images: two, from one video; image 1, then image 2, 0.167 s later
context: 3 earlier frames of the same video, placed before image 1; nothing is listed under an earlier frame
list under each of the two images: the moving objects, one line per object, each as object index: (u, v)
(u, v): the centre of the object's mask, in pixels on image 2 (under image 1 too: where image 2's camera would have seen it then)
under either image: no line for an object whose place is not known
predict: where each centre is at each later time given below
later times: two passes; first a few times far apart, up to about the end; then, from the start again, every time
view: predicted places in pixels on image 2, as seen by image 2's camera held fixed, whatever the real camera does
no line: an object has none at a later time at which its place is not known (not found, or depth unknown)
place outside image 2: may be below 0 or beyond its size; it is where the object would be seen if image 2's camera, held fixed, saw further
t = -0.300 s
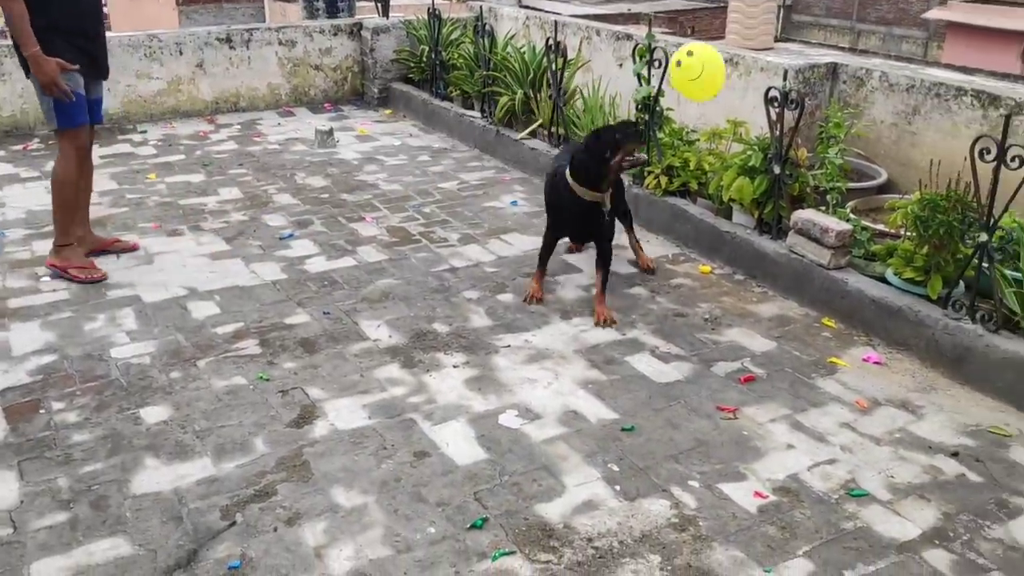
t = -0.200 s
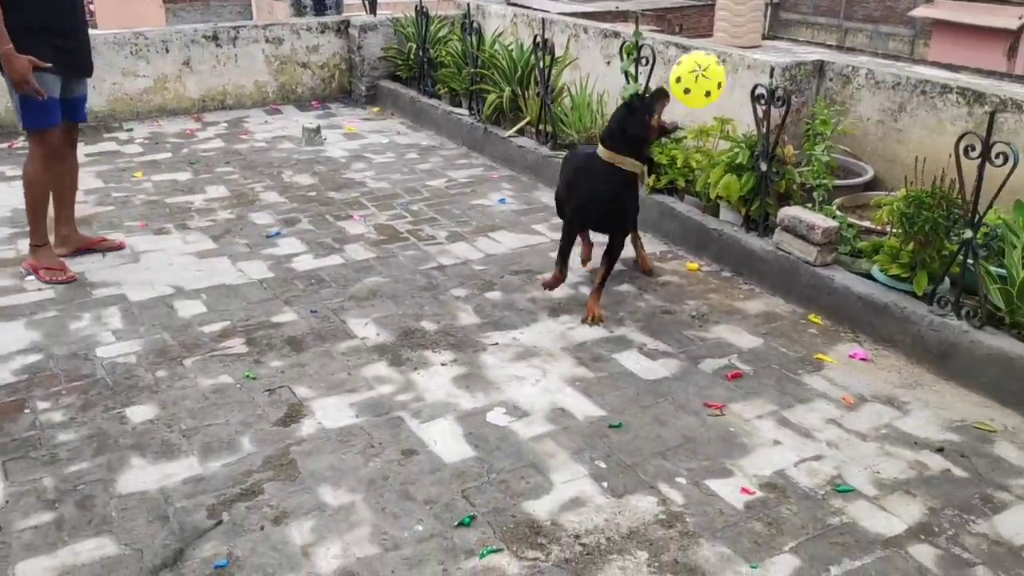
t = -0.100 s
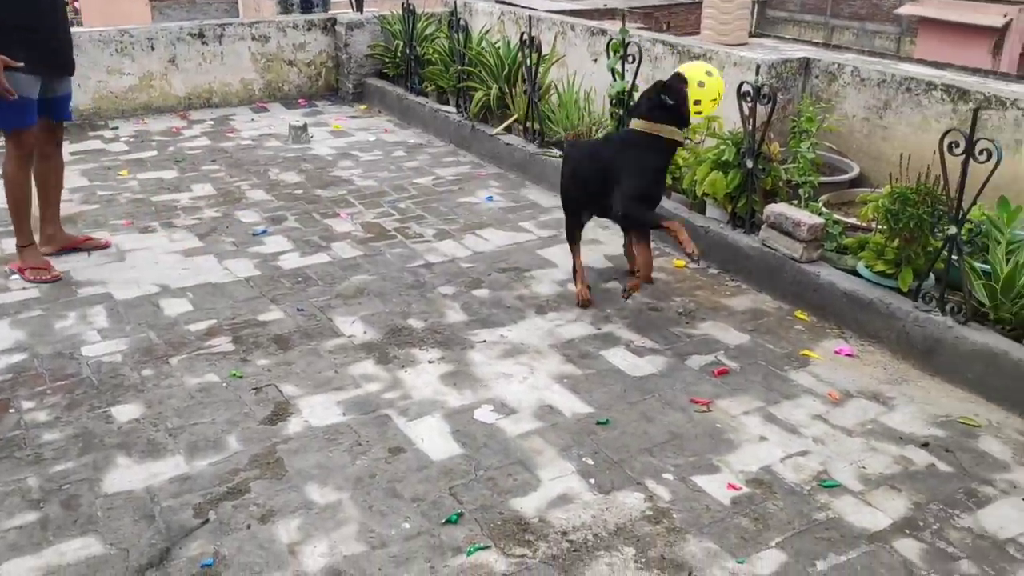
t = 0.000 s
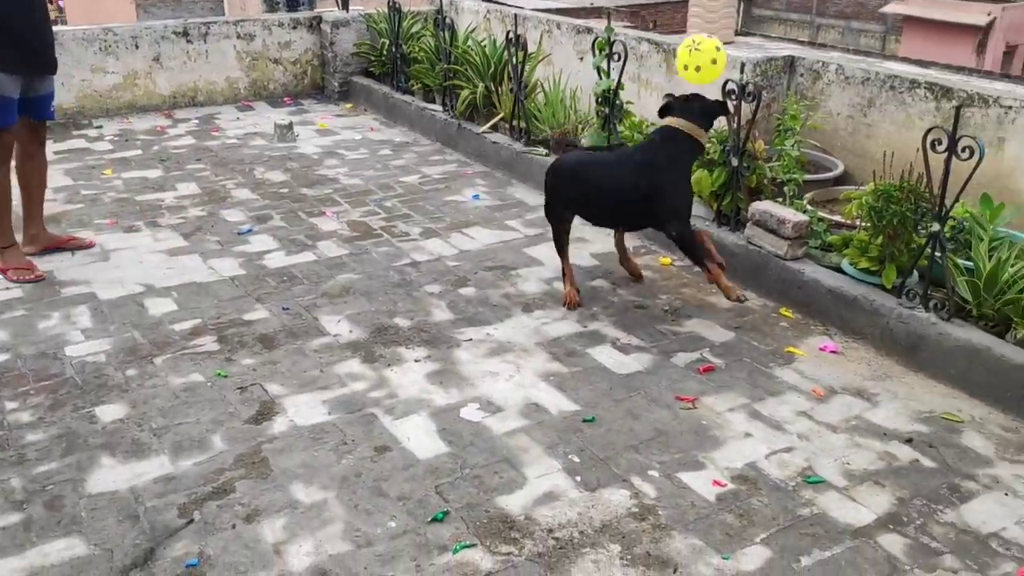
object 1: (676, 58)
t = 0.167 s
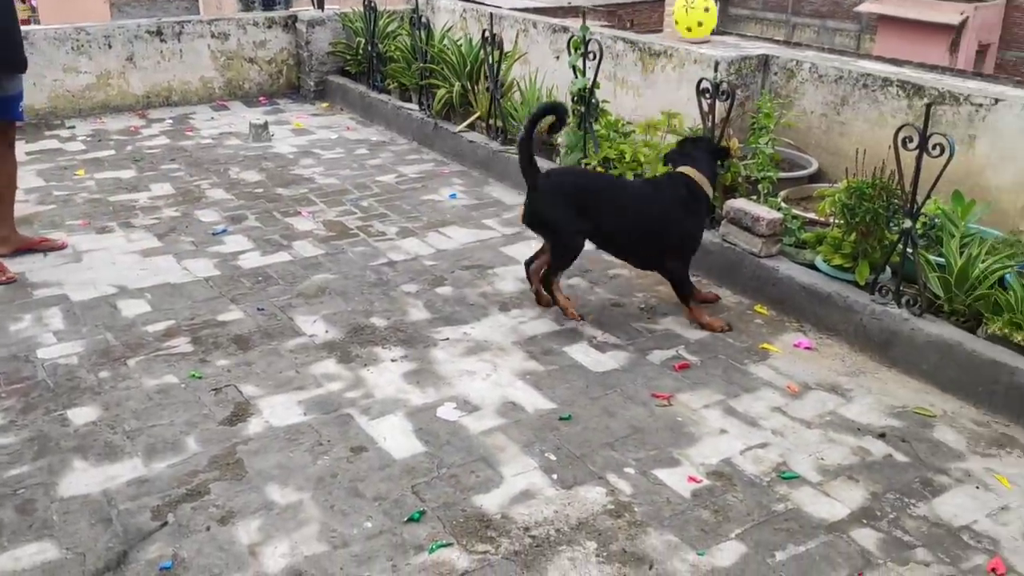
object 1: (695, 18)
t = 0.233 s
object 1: (703, 14)
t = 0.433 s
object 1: (724, 10)
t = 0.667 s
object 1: (741, 19)
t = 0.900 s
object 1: (762, 25)
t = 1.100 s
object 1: (772, 19)
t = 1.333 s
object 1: (790, 21)
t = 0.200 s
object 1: (699, 16)
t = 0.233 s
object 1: (703, 14)
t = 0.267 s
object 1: (708, 13)
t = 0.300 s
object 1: (711, 12)
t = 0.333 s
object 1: (715, 11)
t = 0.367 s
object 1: (718, 11)
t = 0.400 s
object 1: (720, 11)
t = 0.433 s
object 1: (724, 10)
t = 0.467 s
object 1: (727, 10)
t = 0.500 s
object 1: (730, 10)
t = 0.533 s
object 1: (733, 11)
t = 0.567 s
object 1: (735, 12)
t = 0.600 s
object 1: (736, 15)
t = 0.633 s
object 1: (738, 17)
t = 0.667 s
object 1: (741, 19)
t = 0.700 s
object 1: (744, 21)
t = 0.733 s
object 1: (747, 23)
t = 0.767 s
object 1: (751, 25)
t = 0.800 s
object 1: (754, 27)
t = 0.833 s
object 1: (758, 28)
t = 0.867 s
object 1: (760, 27)
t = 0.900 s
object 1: (762, 25)
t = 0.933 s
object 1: (764, 24)
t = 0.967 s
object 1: (766, 23)
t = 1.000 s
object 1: (767, 22)
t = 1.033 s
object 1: (768, 21)
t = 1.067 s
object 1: (769, 20)
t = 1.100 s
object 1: (772, 19)
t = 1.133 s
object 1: (774, 18)
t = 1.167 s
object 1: (778, 18)
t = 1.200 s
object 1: (780, 18)
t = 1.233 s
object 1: (783, 19)
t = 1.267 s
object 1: (785, 19)
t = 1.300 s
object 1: (788, 20)
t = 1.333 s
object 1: (790, 21)
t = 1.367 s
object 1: (793, 22)
